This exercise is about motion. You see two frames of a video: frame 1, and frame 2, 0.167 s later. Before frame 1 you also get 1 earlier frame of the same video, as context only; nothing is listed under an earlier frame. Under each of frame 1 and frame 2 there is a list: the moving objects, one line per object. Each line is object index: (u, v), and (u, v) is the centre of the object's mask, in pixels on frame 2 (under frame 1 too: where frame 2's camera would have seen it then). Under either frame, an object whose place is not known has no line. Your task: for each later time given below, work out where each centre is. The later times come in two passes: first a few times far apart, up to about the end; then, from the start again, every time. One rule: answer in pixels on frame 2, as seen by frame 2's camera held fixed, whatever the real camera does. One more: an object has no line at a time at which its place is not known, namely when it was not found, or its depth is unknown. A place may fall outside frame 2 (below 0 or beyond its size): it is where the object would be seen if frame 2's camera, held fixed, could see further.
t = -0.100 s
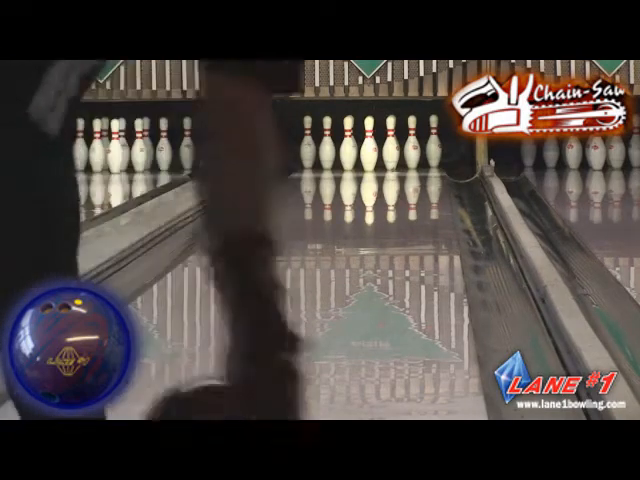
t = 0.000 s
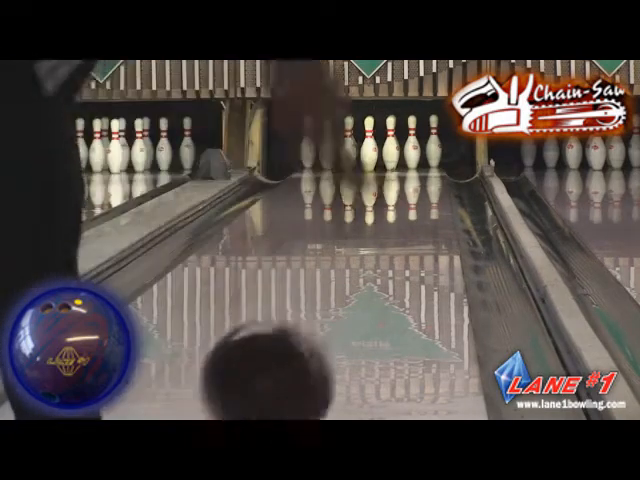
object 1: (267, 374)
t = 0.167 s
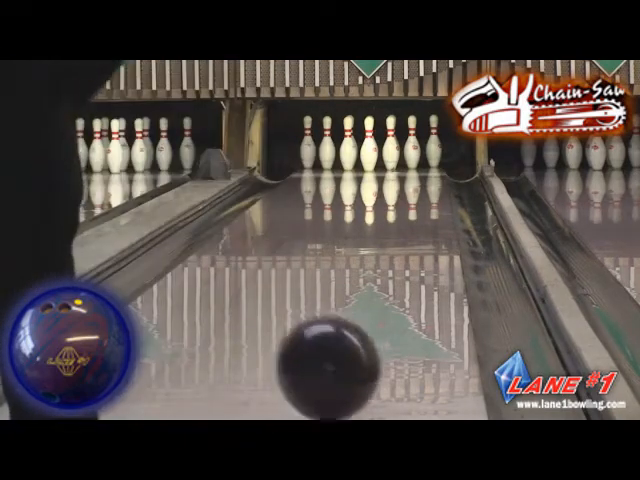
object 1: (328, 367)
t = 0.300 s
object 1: (360, 328)
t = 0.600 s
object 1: (403, 266)
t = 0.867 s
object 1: (421, 231)
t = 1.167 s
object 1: (428, 204)
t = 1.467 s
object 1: (427, 185)
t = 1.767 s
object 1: (415, 172)
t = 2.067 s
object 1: (395, 162)
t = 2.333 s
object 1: (382, 156)
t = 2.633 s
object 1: (390, 156)
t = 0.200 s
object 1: (337, 357)
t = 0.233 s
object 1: (345, 344)
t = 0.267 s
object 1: (353, 337)
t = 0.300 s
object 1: (360, 328)
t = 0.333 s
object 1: (366, 319)
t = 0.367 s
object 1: (372, 311)
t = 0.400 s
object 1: (378, 303)
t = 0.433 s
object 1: (383, 296)
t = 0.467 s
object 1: (388, 289)
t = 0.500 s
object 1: (392, 283)
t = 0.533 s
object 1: (396, 276)
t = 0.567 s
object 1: (399, 271)
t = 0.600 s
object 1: (403, 266)
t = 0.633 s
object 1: (406, 261)
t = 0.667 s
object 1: (409, 257)
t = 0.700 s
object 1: (411, 252)
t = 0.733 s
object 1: (414, 247)
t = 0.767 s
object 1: (416, 243)
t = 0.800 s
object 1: (418, 239)
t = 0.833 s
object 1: (420, 235)
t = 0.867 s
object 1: (421, 231)
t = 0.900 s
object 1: (423, 228)
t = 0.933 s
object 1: (424, 224)
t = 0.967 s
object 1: (425, 220)
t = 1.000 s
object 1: (426, 217)
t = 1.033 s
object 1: (427, 214)
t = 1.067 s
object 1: (427, 211)
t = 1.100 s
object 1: (428, 209)
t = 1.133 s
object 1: (428, 206)
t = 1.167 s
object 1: (428, 204)
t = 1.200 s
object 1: (428, 202)
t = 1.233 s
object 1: (429, 199)
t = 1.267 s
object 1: (428, 197)
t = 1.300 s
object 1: (428, 195)
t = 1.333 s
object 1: (428, 192)
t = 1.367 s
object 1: (428, 190)
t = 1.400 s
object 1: (428, 188)
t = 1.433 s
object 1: (427, 186)
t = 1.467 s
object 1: (427, 185)
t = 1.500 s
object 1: (426, 183)
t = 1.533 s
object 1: (425, 182)
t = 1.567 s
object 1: (425, 180)
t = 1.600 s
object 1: (423, 179)
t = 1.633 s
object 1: (421, 177)
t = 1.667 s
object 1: (420, 176)
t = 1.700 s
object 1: (419, 175)
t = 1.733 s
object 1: (417, 173)
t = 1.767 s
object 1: (415, 172)
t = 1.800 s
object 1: (414, 171)
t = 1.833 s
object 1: (411, 170)
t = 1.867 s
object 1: (408, 168)
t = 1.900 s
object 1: (406, 167)
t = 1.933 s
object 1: (403, 166)
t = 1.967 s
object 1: (401, 165)
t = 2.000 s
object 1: (399, 164)
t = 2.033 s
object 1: (397, 164)
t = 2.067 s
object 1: (395, 162)
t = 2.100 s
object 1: (391, 162)
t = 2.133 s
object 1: (390, 160)
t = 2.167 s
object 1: (387, 160)
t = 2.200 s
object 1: (386, 159)
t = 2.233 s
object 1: (383, 158)
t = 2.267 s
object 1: (381, 157)
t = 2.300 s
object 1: (382, 156)
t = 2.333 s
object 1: (382, 156)
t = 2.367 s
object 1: (382, 156)
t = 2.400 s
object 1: (382, 155)
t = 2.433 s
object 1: (384, 155)
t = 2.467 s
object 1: (386, 154)
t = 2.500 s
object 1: (388, 153)
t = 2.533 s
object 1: (388, 154)
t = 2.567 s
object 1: (386, 155)
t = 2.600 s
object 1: (386, 155)
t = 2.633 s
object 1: (390, 156)
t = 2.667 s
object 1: (391, 157)
